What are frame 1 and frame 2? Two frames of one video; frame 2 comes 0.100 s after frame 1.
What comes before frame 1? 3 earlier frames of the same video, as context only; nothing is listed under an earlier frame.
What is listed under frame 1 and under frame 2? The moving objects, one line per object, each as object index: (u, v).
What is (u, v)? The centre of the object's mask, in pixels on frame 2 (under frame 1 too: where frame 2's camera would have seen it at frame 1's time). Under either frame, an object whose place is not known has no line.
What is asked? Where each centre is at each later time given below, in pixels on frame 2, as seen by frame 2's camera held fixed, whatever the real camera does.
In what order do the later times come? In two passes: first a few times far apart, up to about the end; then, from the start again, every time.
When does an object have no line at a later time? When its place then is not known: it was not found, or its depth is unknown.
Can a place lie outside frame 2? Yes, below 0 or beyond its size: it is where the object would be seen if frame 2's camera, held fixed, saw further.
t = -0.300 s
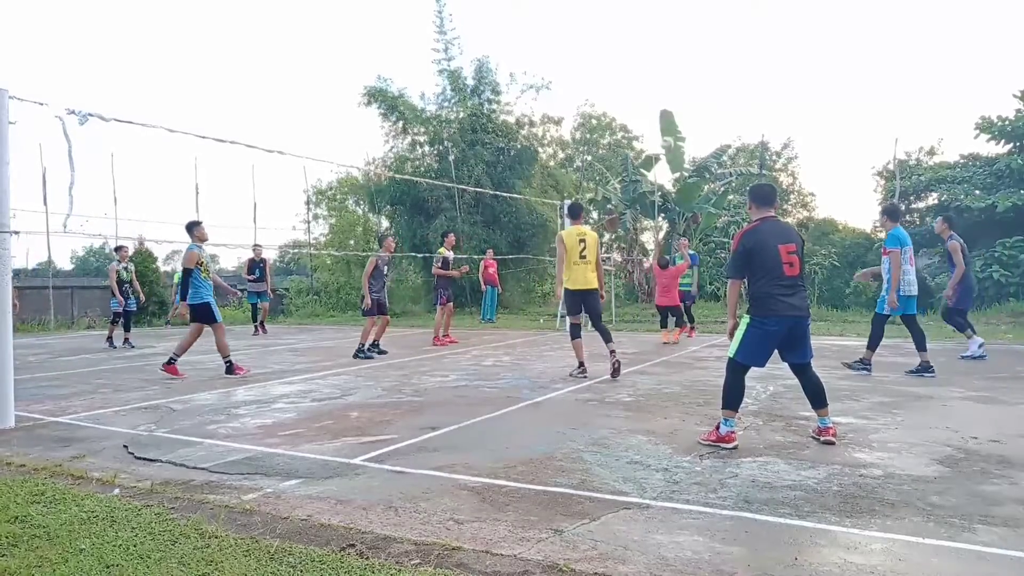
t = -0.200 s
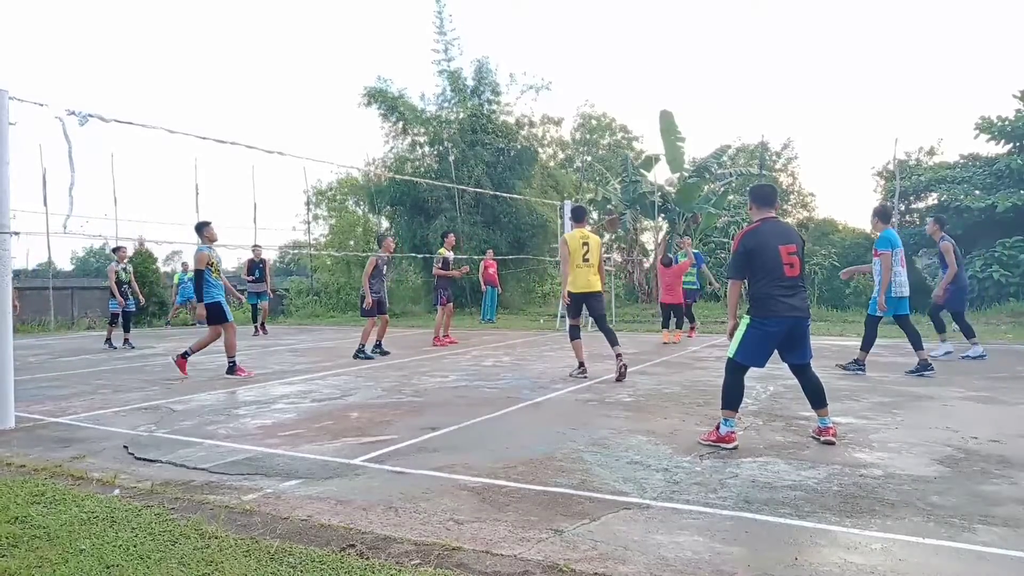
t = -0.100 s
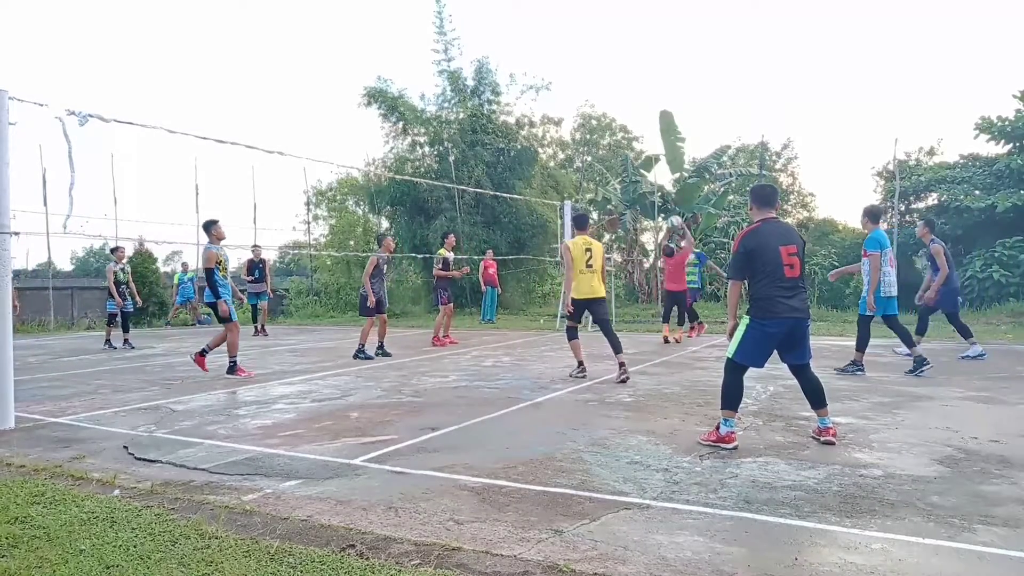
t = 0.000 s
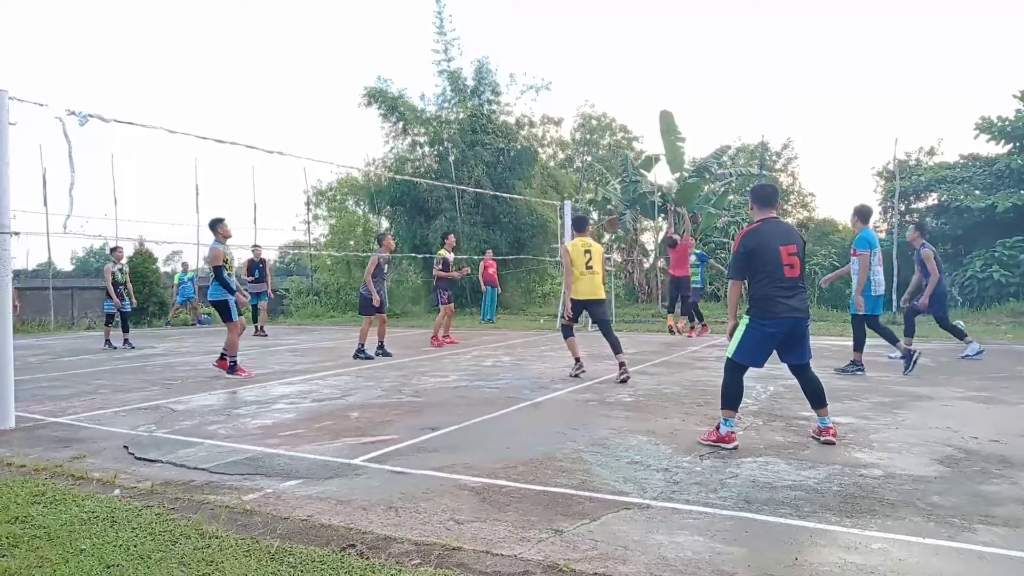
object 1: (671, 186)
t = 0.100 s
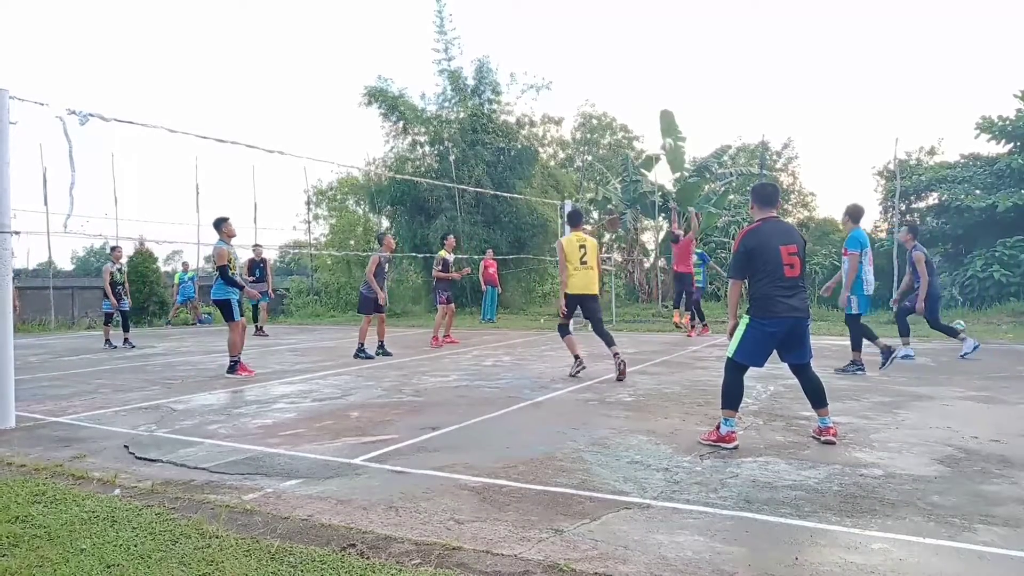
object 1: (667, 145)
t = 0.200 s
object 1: (663, 112)
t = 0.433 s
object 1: (654, 54)
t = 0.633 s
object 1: (647, 33)
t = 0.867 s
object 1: (639, 45)
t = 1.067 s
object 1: (631, 90)
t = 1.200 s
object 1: (627, 138)
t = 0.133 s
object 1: (666, 132)
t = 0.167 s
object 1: (665, 121)
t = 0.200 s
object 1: (663, 112)
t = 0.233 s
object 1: (661, 101)
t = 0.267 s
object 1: (660, 92)
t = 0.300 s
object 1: (659, 83)
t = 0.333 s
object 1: (658, 75)
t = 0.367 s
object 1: (657, 67)
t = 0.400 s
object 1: (655, 60)
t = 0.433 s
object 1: (654, 54)
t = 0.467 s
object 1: (653, 48)
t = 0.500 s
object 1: (652, 44)
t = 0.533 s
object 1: (651, 41)
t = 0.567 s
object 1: (650, 37)
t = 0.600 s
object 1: (648, 35)
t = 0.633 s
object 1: (647, 33)
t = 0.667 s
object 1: (646, 32)
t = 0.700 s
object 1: (645, 32)
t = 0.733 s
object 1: (643, 33)
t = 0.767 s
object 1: (642, 34)
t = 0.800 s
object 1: (641, 37)
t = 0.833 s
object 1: (640, 40)
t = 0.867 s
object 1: (639, 45)
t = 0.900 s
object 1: (637, 50)
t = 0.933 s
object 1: (636, 56)
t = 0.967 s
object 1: (635, 63)
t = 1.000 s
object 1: (633, 71)
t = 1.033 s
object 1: (632, 80)
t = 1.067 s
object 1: (631, 90)
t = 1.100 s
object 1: (630, 101)
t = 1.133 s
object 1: (629, 113)
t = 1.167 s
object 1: (627, 127)
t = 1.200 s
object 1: (627, 138)
